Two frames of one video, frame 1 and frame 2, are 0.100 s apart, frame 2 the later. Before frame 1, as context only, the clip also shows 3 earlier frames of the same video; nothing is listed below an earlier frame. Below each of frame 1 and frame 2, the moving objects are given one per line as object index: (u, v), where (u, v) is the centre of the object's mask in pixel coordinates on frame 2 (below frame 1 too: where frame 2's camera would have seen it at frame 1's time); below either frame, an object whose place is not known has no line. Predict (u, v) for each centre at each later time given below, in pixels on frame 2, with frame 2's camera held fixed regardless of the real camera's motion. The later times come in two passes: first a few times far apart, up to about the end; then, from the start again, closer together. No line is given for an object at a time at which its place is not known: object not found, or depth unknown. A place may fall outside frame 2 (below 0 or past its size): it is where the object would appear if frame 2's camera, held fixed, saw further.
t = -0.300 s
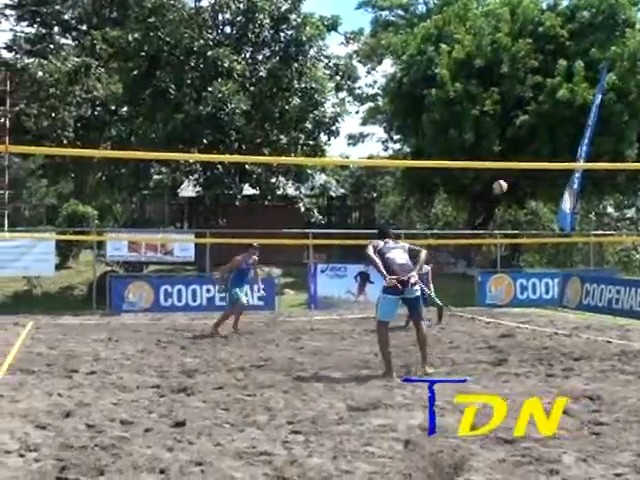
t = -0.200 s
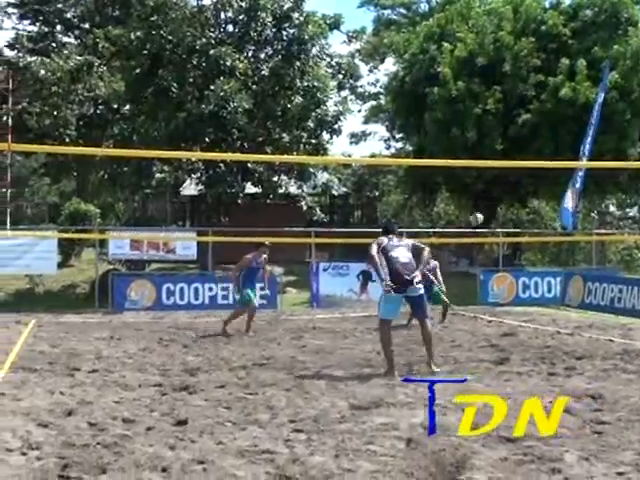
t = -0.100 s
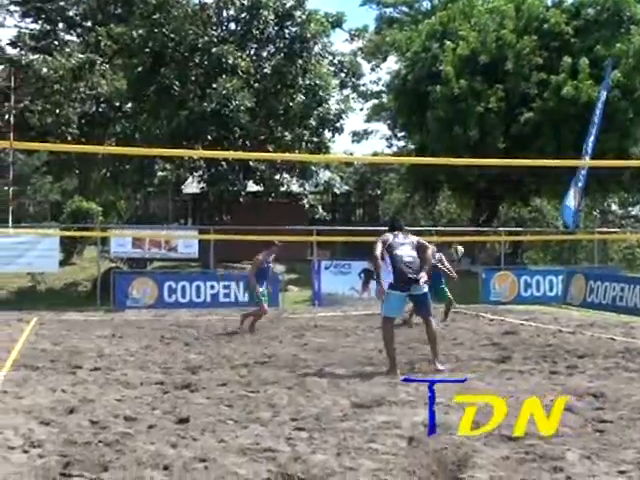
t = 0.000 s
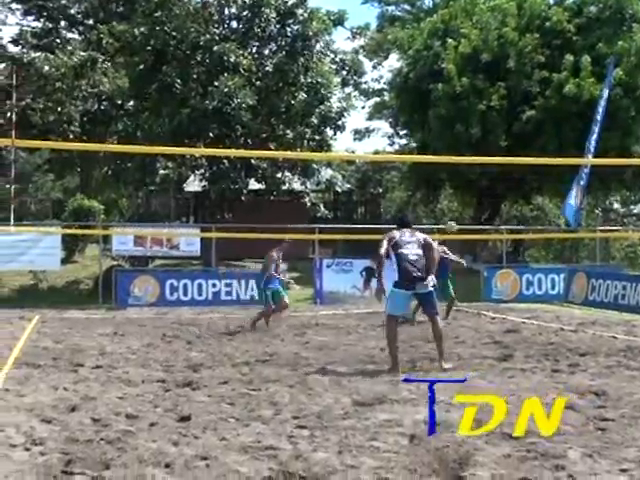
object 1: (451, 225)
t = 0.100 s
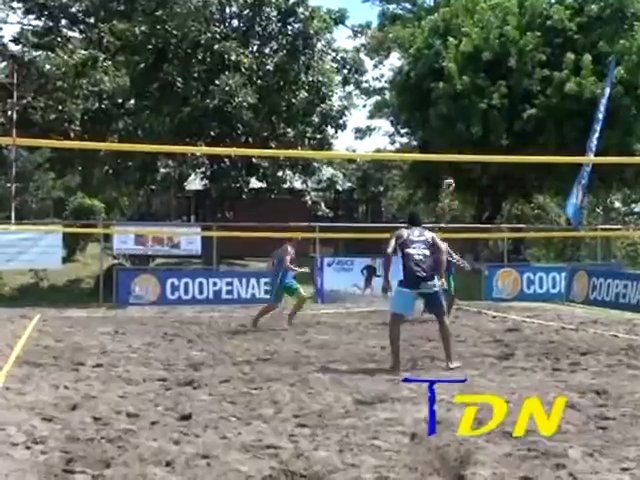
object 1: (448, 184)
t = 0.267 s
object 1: (440, 126)
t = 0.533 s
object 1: (428, 61)
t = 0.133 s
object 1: (447, 171)
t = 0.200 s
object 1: (444, 147)
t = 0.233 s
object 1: (443, 136)
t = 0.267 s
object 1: (440, 126)
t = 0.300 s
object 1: (440, 115)
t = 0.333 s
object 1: (438, 106)
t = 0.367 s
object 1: (436, 97)
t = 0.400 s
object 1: (435, 88)
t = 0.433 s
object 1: (434, 81)
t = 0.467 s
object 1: (432, 74)
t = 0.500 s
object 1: (430, 67)
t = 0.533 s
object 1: (428, 61)
